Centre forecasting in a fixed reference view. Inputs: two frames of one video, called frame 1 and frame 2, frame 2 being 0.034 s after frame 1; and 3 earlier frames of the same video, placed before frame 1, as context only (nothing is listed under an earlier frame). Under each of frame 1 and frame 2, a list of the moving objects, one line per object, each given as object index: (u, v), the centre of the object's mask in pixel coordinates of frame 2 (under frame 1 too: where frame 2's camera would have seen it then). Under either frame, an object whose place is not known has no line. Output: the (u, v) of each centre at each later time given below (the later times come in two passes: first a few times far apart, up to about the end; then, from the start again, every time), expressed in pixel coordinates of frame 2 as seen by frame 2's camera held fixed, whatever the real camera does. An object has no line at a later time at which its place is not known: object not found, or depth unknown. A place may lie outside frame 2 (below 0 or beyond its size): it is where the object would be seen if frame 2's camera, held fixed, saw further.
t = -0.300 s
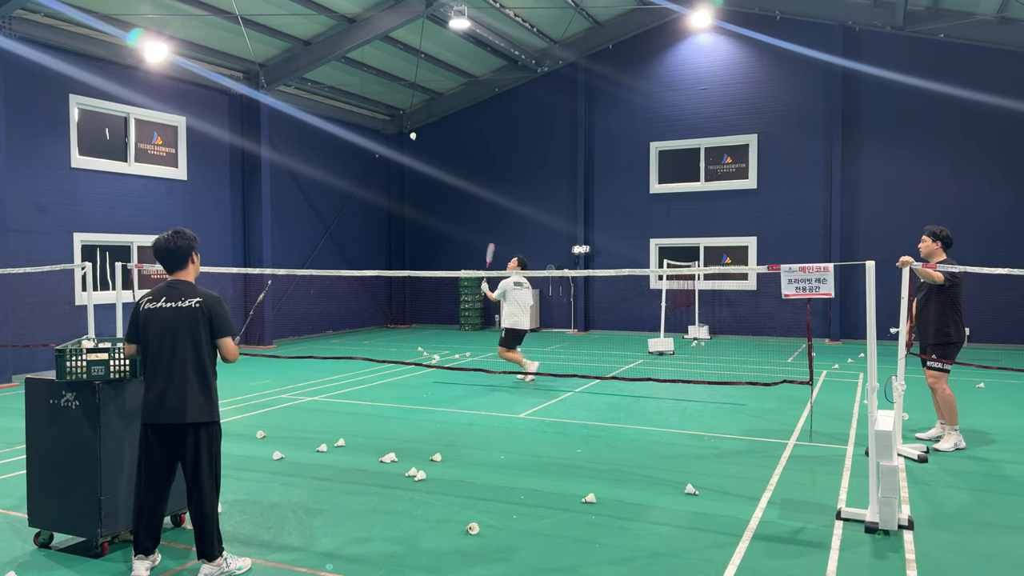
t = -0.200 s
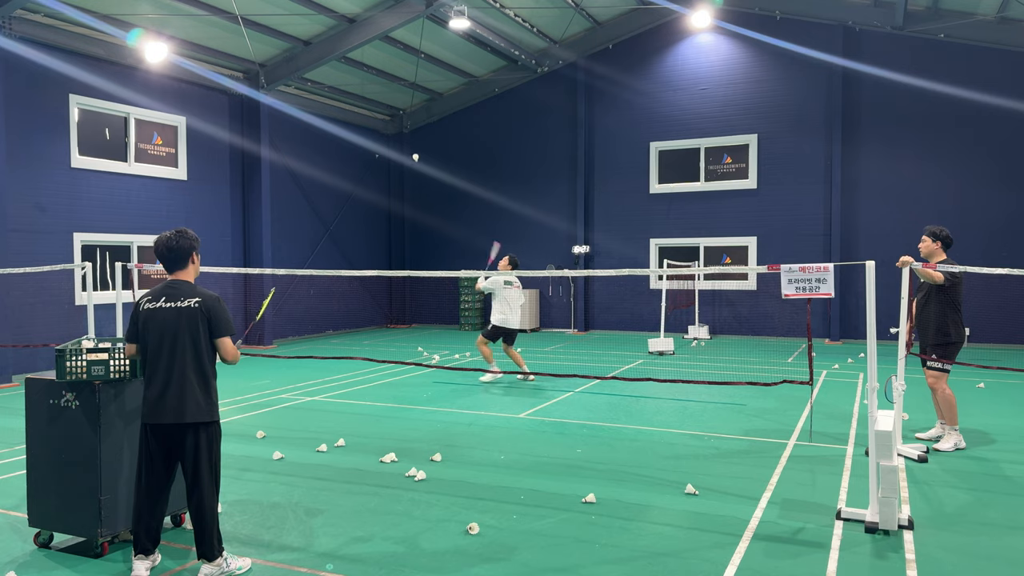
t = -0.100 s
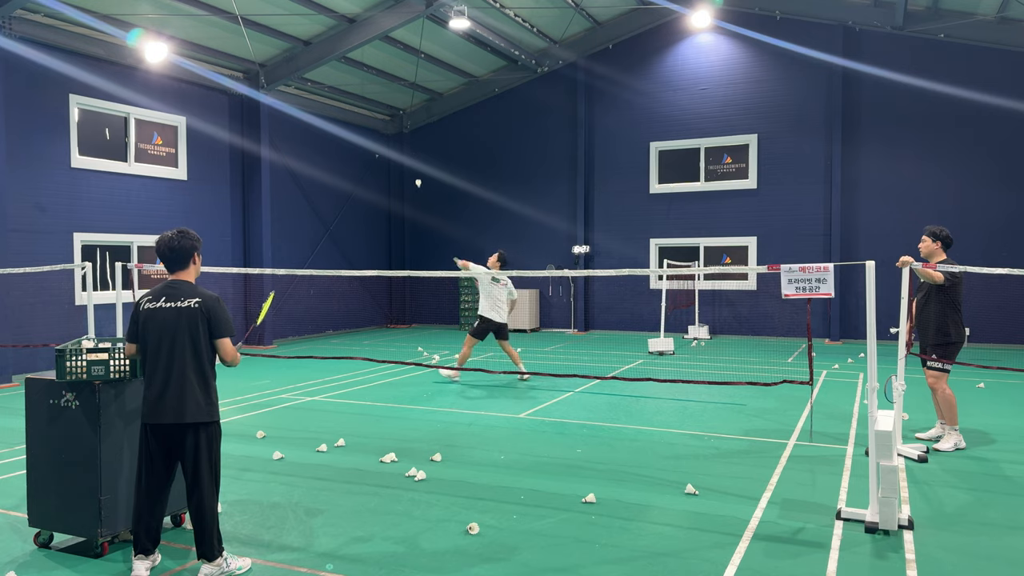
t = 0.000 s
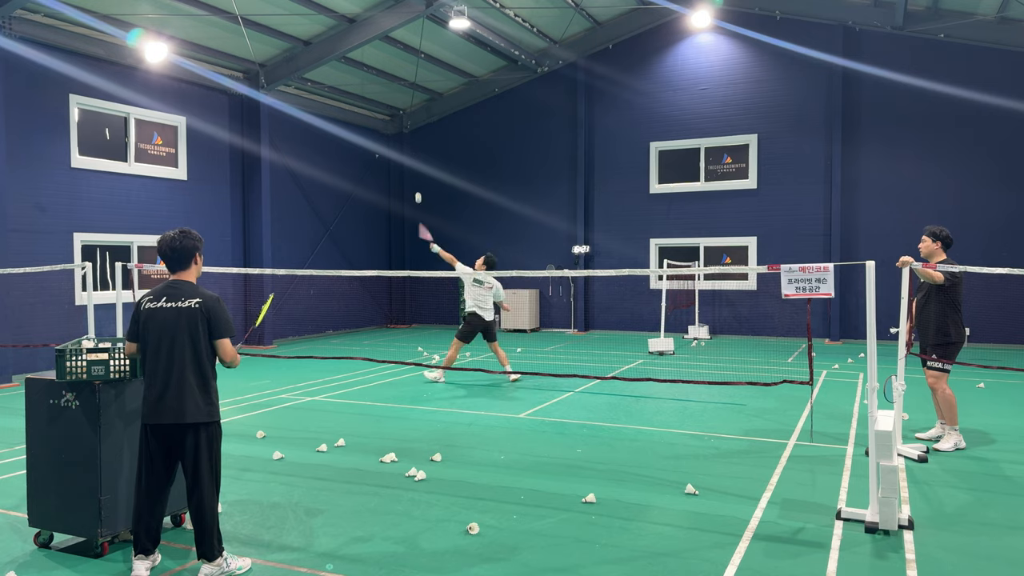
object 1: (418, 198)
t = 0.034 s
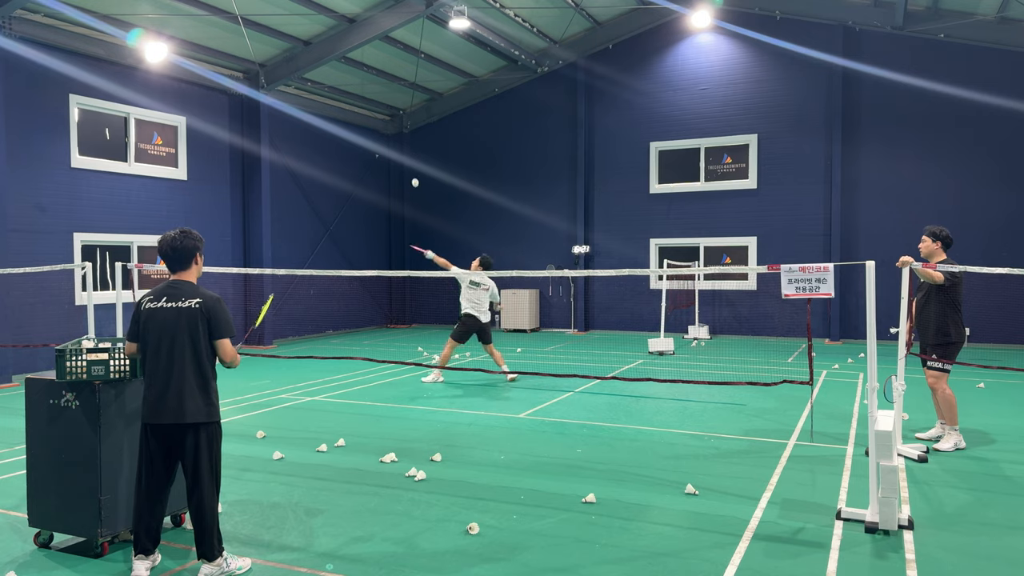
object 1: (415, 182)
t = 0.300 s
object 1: (390, 94)
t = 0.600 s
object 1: (323, 151)
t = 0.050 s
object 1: (414, 176)
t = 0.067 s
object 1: (413, 168)
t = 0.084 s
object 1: (412, 161)
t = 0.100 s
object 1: (410, 155)
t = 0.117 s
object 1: (409, 149)
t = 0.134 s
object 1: (407, 143)
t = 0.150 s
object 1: (406, 137)
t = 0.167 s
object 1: (404, 131)
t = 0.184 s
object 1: (403, 125)
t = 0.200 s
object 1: (402, 120)
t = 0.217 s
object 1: (400, 115)
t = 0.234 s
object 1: (398, 110)
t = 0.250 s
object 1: (396, 105)
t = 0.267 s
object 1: (394, 101)
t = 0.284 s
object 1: (392, 97)
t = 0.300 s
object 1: (390, 94)
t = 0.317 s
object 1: (388, 91)
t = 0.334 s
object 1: (386, 88)
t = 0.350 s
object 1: (383, 86)
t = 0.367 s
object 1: (380, 83)
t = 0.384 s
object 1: (378, 82)
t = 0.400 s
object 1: (375, 81)
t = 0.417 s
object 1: (373, 81)
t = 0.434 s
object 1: (370, 82)
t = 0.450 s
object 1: (367, 84)
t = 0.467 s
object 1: (363, 86)
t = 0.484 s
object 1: (359, 89)
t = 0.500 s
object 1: (354, 93)
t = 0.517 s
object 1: (350, 98)
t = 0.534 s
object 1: (345, 105)
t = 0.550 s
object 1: (341, 113)
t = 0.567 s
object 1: (335, 124)
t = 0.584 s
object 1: (329, 137)
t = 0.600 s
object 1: (323, 151)
